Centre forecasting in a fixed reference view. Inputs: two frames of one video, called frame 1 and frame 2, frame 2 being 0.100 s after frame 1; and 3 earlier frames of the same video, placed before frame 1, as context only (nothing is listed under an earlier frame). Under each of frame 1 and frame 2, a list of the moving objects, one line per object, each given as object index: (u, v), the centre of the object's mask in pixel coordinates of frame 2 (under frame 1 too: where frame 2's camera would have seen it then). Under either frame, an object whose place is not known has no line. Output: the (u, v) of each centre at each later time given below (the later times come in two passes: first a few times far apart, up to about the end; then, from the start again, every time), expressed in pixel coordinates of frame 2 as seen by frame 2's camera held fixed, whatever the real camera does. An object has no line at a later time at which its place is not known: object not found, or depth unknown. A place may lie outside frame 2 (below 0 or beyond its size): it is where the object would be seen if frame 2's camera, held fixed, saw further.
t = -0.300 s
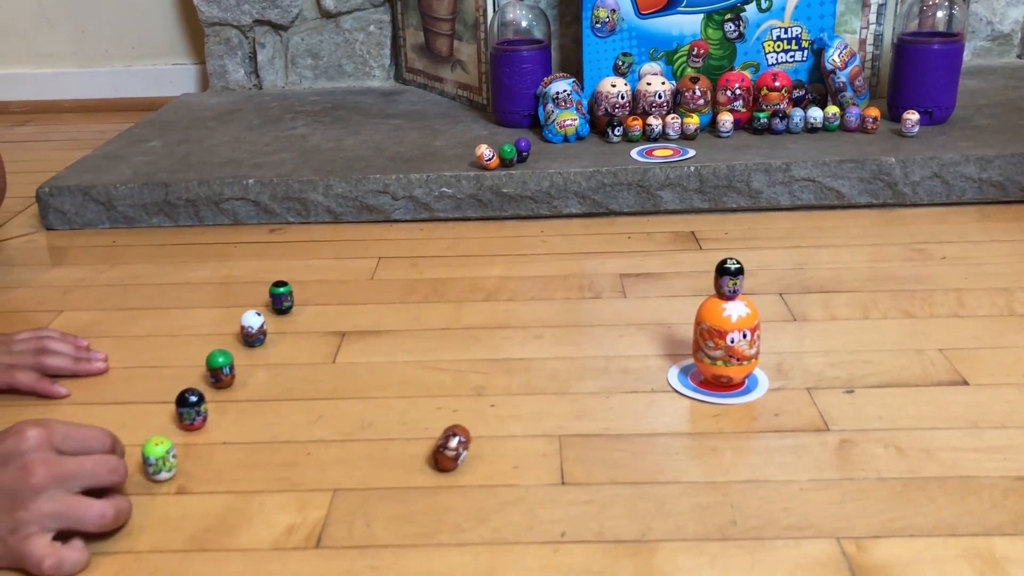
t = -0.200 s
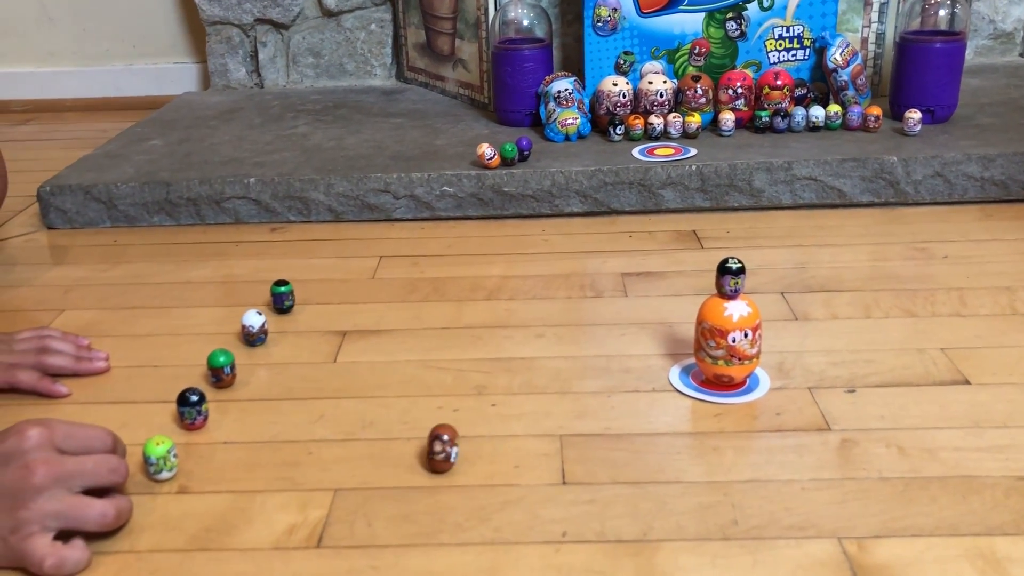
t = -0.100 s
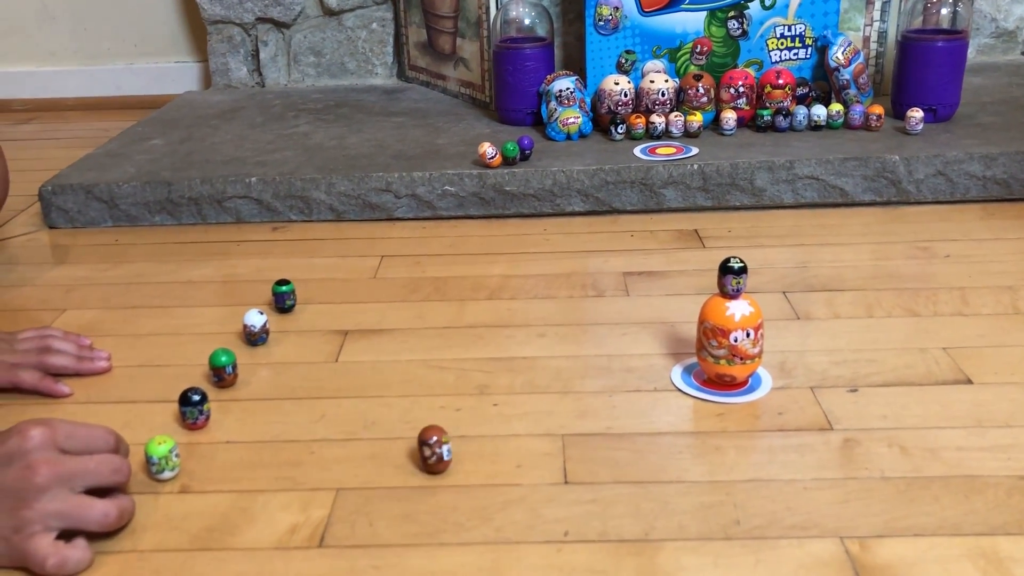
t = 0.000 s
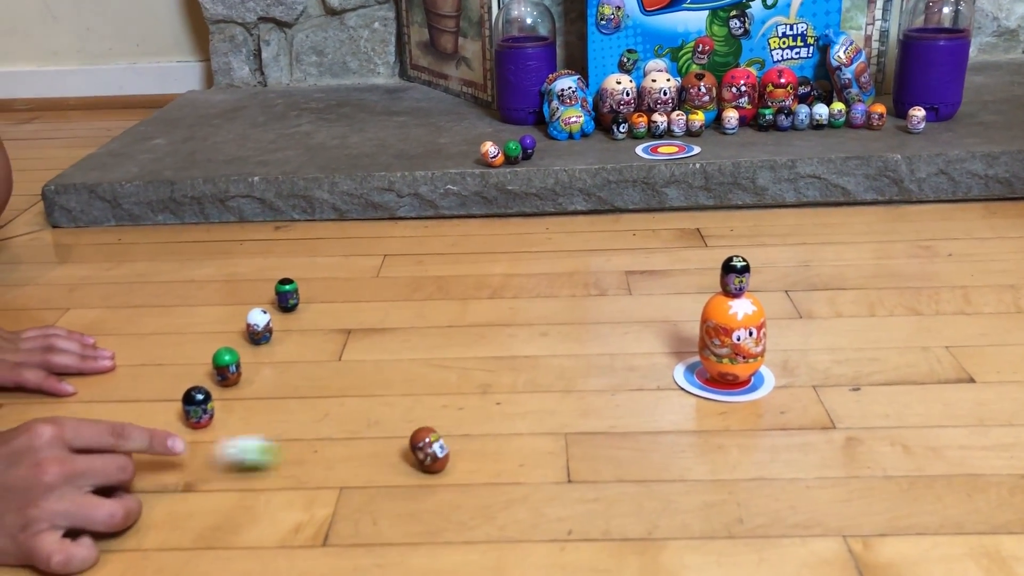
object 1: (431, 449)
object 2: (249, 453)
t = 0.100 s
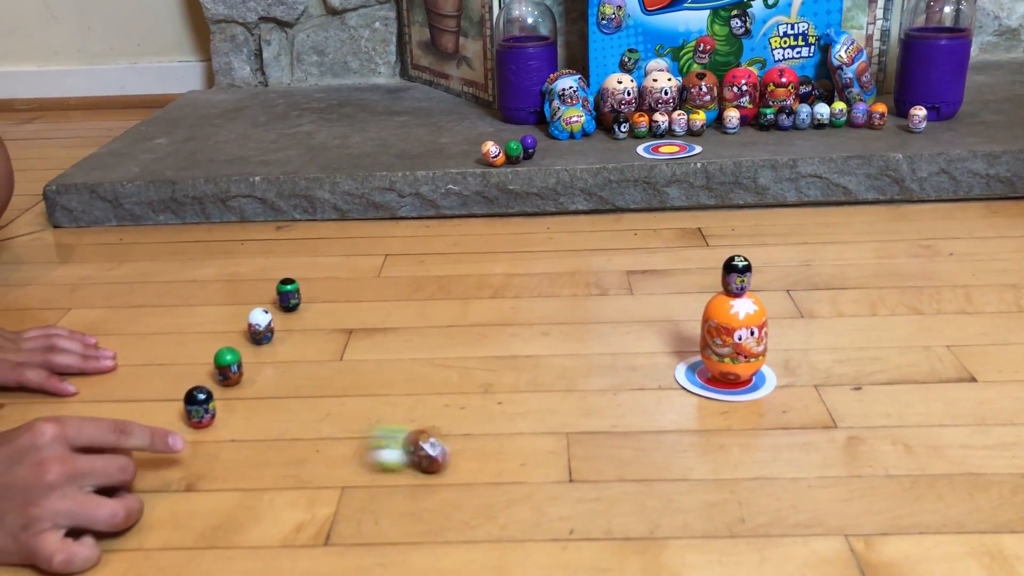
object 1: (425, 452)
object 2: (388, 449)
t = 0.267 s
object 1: (539, 466)
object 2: (502, 439)
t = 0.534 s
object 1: (651, 468)
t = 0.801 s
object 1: (722, 480)
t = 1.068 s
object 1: (778, 494)
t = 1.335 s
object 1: (817, 491)
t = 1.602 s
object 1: (855, 506)
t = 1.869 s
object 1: (829, 498)
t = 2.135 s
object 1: (785, 504)
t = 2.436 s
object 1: (819, 500)
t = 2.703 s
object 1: (842, 493)
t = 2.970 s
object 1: (814, 489)
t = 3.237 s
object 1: (780, 497)
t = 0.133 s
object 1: (452, 451)
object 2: (417, 448)
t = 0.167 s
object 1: (482, 454)
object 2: (440, 439)
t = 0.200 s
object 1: (509, 463)
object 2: (466, 434)
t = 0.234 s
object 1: (526, 465)
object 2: (488, 440)
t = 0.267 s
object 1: (539, 466)
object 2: (502, 439)
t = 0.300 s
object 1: (550, 465)
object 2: (514, 432)
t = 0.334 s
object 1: (573, 462)
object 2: (533, 421)
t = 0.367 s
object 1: (596, 466)
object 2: (551, 419)
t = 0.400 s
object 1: (613, 472)
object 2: (566, 420)
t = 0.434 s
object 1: (621, 474)
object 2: (576, 418)
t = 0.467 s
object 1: (626, 473)
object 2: (587, 409)
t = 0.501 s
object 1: (634, 471)
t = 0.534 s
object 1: (651, 468)
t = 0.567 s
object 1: (669, 471)
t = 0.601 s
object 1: (685, 476)
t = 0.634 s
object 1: (697, 480)
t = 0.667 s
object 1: (701, 481)
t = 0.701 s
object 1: (702, 483)
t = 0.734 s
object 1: (703, 483)
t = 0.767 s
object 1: (711, 481)
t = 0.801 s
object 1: (722, 480)
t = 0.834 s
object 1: (735, 480)
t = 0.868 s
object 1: (748, 482)
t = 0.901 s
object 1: (759, 486)
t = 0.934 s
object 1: (769, 491)
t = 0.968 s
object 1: (775, 494)
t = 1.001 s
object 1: (775, 495)
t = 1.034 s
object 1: (777, 495)
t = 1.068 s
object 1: (778, 494)
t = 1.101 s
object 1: (779, 494)
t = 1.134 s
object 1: (780, 494)
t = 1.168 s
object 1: (780, 493)
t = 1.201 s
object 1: (784, 492)
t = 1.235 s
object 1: (789, 491)
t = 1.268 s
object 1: (798, 491)
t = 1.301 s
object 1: (808, 491)
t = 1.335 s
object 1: (817, 491)
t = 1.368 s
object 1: (827, 493)
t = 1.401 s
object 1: (835, 496)
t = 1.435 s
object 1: (842, 498)
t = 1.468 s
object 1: (848, 501)
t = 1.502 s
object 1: (852, 503)
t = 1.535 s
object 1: (853, 505)
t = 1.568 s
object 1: (854, 506)
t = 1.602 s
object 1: (855, 506)
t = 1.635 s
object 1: (855, 507)
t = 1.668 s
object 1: (855, 507)
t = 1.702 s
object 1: (853, 507)
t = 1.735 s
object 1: (851, 505)
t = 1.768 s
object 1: (847, 503)
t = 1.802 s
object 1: (843, 502)
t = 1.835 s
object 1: (837, 500)
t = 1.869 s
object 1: (829, 498)
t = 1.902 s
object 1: (822, 497)
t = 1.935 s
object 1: (814, 497)
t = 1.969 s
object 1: (808, 498)
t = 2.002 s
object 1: (801, 499)
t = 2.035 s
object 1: (795, 501)
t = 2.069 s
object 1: (790, 502)
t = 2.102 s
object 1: (786, 504)
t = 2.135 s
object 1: (785, 504)
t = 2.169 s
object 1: (784, 505)
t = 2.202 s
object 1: (784, 505)
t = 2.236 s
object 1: (786, 505)
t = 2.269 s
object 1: (790, 504)
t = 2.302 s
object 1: (795, 503)
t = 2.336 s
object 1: (800, 502)
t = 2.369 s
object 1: (807, 501)
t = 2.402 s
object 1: (813, 500)
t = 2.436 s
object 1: (819, 500)
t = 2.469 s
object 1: (825, 498)
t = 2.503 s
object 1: (830, 496)
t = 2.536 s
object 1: (833, 496)
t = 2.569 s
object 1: (837, 495)
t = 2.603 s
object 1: (839, 495)
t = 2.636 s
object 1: (841, 494)
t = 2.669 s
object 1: (842, 494)
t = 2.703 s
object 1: (842, 493)
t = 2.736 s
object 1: (842, 493)
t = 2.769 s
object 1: (840, 492)
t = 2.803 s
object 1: (838, 492)
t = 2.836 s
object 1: (834, 490)
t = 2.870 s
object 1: (830, 490)
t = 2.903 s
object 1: (825, 489)
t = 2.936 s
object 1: (819, 489)
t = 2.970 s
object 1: (814, 489)
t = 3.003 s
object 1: (809, 490)
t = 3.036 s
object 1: (803, 490)
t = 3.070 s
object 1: (798, 491)
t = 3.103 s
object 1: (793, 492)
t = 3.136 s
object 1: (788, 493)
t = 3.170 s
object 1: (784, 495)
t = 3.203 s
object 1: (781, 496)
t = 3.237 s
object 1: (780, 497)
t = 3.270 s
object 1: (780, 497)
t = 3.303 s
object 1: (782, 497)
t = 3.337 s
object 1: (785, 498)
